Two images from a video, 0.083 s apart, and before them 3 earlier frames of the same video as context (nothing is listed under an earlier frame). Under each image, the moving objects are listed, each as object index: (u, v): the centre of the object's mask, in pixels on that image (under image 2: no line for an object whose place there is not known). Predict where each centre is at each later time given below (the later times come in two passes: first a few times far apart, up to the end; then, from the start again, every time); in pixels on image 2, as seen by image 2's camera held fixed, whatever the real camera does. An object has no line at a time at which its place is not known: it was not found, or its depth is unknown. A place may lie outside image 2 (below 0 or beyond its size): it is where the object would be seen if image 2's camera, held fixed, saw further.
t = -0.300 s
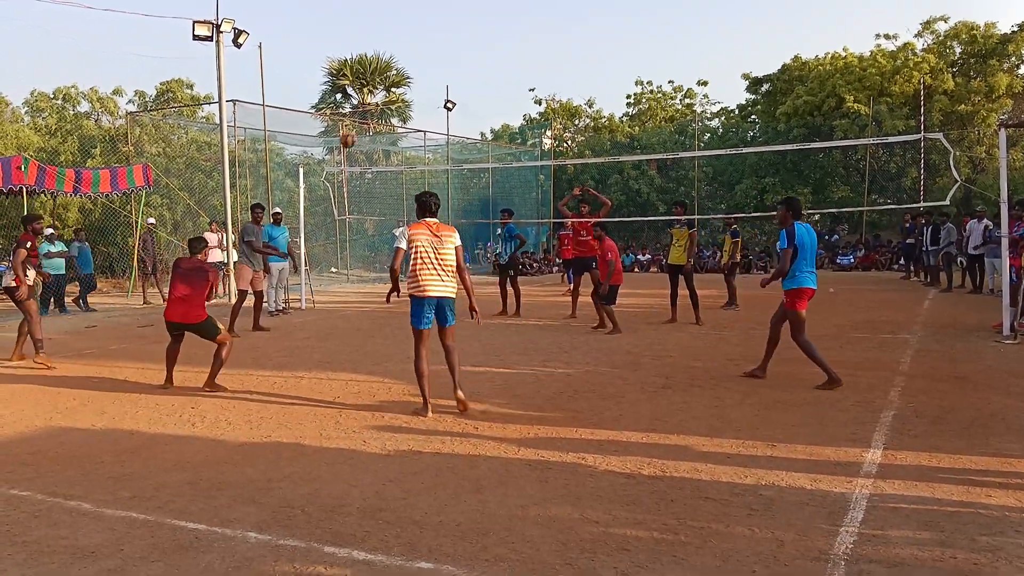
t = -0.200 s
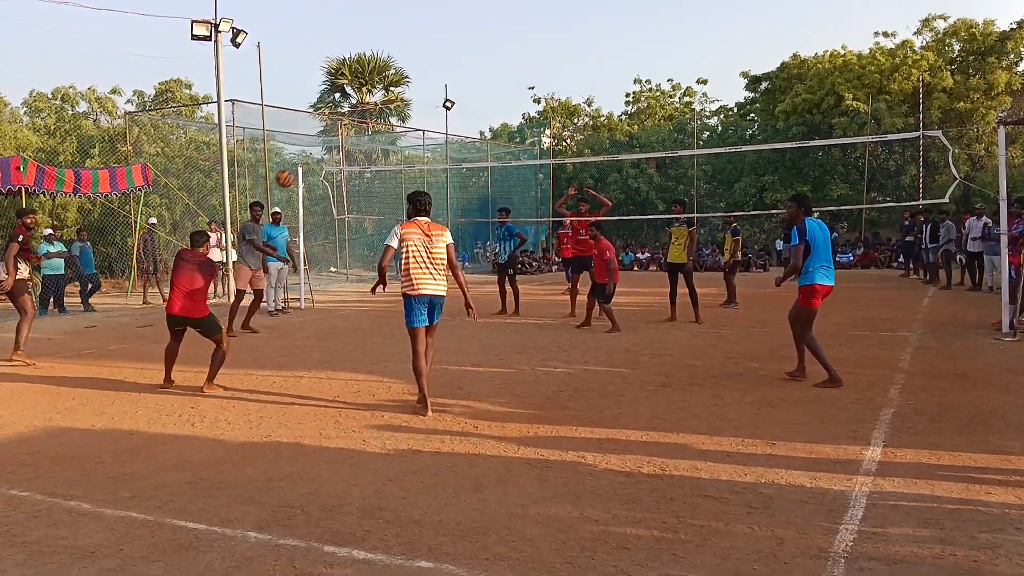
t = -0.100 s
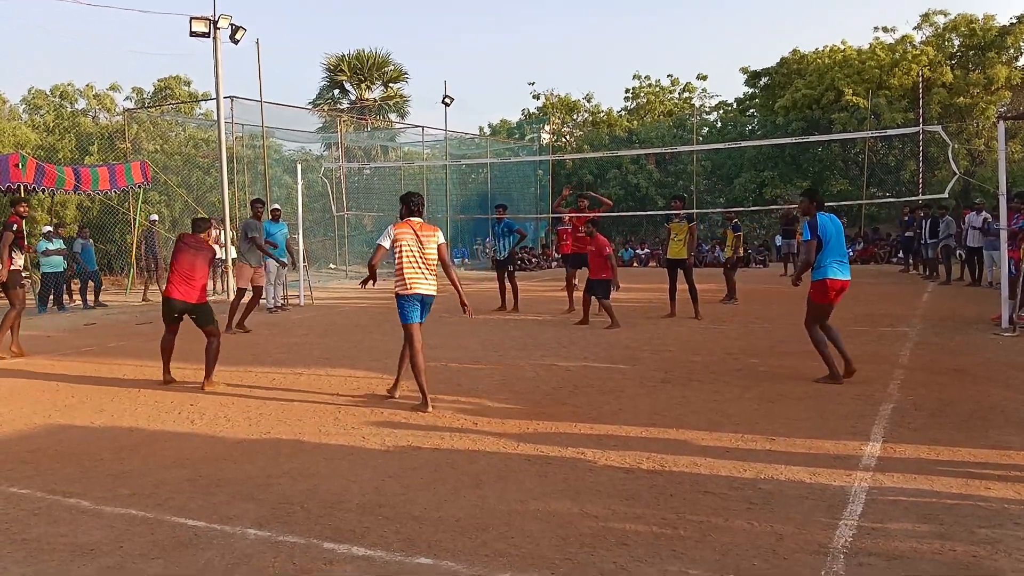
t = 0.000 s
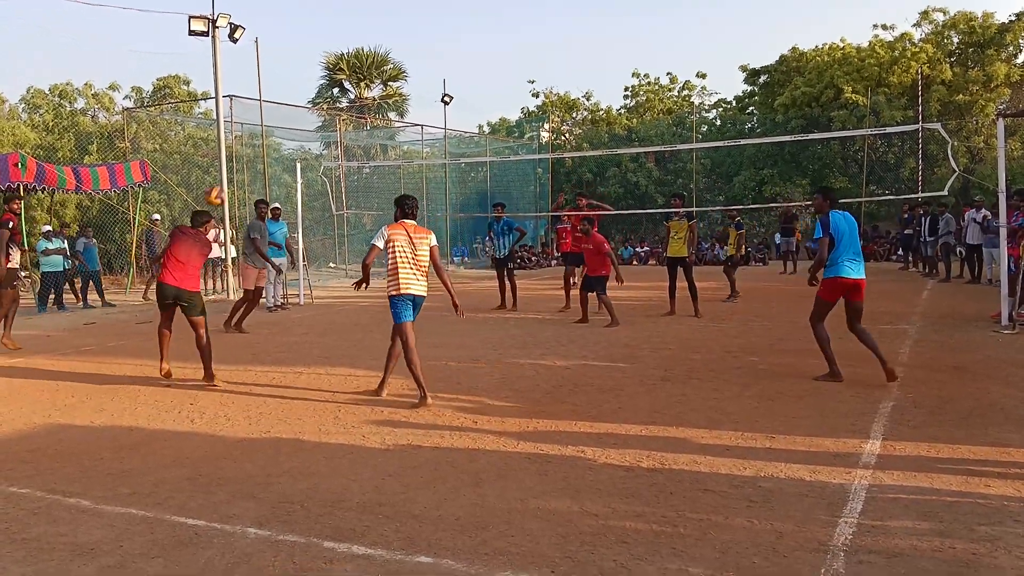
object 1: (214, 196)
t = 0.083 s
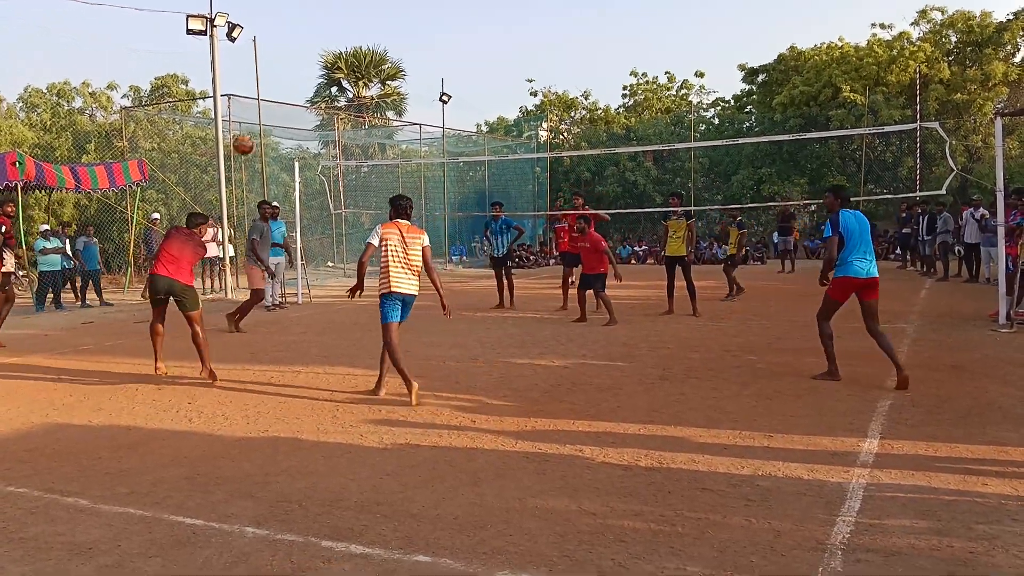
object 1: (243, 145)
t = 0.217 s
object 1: (289, 83)
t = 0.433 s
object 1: (356, 23)
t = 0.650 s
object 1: (417, 9)
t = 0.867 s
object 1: (471, 27)
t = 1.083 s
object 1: (520, 79)
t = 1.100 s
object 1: (524, 84)
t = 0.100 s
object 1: (249, 136)
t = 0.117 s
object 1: (255, 128)
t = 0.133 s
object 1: (261, 119)
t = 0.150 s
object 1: (267, 112)
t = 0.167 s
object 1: (272, 104)
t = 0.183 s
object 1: (278, 97)
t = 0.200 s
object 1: (284, 90)
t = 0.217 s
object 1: (289, 83)
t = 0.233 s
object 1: (294, 77)
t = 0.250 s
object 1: (300, 71)
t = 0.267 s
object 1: (305, 65)
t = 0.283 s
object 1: (310, 59)
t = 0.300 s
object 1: (316, 54)
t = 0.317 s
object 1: (321, 49)
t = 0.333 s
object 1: (326, 45)
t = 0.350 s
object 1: (331, 40)
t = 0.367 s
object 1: (336, 36)
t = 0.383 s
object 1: (341, 33)
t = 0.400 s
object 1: (346, 29)
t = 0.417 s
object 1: (351, 26)
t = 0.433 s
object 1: (356, 23)
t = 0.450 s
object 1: (361, 21)
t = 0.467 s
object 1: (365, 18)
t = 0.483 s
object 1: (370, 16)
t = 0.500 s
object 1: (375, 15)
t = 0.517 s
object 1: (380, 14)
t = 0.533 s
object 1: (385, 13)
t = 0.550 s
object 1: (390, 12)
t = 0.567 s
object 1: (394, 12)
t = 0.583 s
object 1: (399, 11)
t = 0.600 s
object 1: (403, 10)
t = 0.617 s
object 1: (408, 10)
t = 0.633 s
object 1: (412, 9)
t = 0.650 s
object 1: (417, 9)
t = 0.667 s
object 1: (421, 9)
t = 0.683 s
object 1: (425, 9)
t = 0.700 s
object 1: (429, 9)
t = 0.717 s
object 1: (434, 9)
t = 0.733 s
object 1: (438, 11)
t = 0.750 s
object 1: (442, 12)
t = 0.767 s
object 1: (447, 14)
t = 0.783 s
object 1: (451, 15)
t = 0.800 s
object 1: (455, 17)
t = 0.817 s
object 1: (459, 20)
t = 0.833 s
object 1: (463, 22)
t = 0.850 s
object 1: (467, 24)
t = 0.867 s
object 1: (471, 27)
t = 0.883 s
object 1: (475, 30)
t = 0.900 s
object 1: (479, 33)
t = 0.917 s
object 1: (483, 36)
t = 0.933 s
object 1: (487, 40)
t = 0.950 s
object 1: (491, 44)
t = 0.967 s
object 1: (494, 48)
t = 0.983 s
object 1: (498, 51)
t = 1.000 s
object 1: (502, 56)
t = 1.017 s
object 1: (506, 60)
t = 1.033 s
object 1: (510, 64)
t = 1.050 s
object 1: (513, 69)
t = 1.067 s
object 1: (517, 74)
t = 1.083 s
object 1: (520, 79)
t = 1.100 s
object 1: (524, 84)
